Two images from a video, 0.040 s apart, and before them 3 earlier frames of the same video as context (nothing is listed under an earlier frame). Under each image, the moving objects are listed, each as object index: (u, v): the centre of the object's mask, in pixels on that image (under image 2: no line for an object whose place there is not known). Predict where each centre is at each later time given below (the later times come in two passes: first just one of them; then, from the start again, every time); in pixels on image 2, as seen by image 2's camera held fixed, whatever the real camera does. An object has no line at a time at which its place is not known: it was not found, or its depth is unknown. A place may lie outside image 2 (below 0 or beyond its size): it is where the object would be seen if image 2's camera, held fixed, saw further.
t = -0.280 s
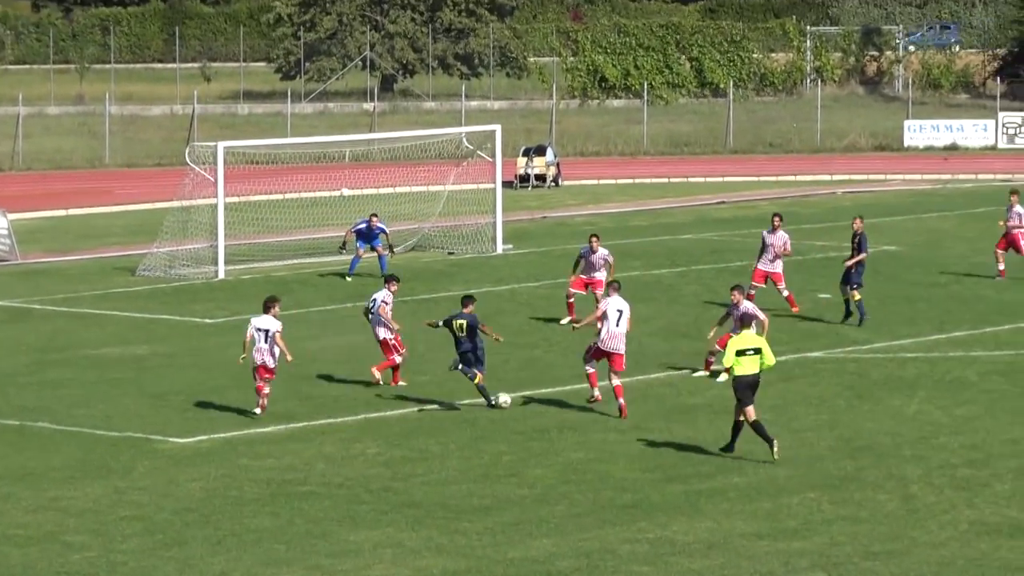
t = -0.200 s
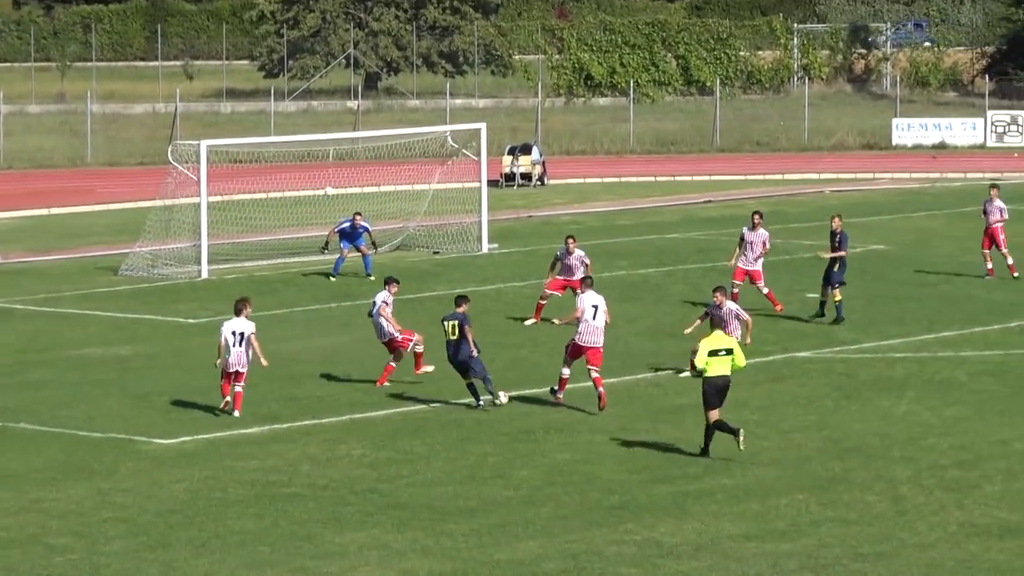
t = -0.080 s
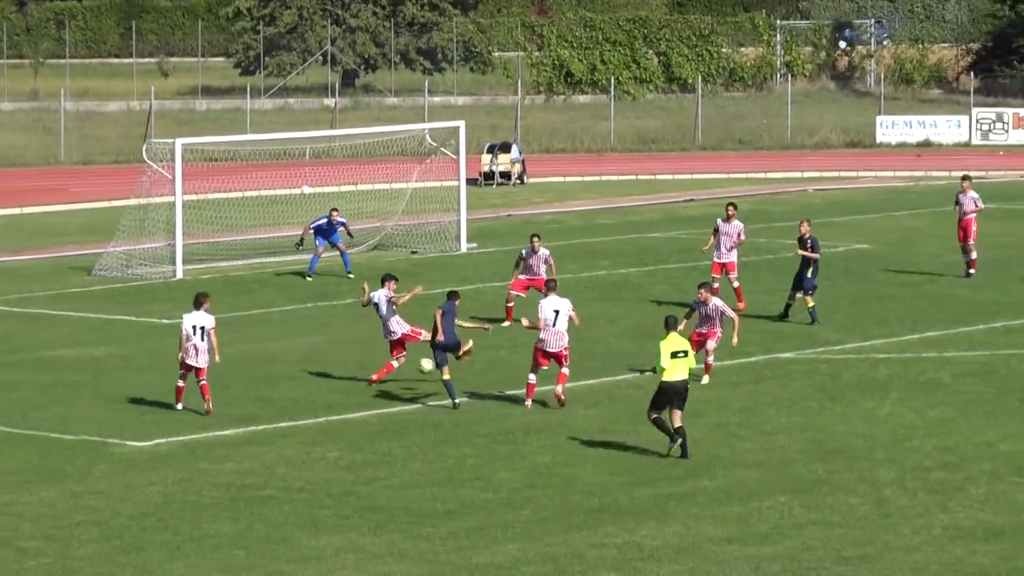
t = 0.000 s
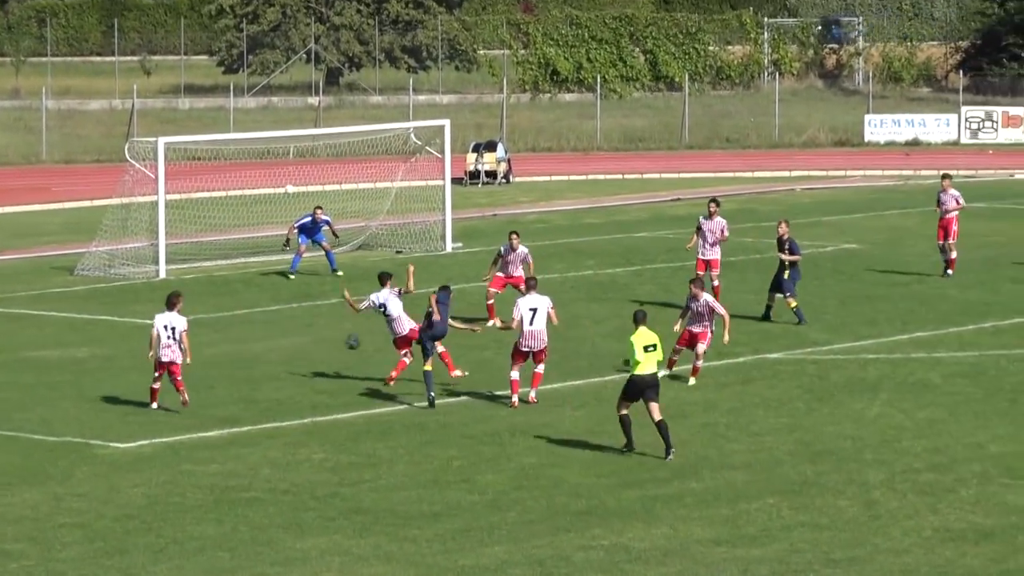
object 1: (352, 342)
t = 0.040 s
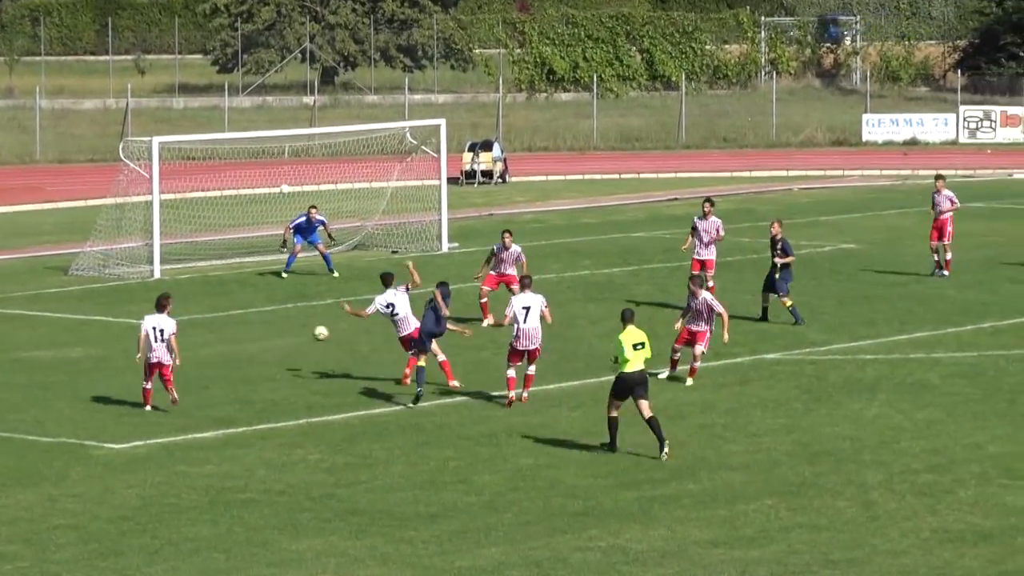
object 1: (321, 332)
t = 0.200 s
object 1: (218, 315)
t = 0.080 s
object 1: (294, 326)
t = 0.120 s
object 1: (266, 320)
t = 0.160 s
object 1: (241, 317)
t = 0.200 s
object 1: (218, 315)
